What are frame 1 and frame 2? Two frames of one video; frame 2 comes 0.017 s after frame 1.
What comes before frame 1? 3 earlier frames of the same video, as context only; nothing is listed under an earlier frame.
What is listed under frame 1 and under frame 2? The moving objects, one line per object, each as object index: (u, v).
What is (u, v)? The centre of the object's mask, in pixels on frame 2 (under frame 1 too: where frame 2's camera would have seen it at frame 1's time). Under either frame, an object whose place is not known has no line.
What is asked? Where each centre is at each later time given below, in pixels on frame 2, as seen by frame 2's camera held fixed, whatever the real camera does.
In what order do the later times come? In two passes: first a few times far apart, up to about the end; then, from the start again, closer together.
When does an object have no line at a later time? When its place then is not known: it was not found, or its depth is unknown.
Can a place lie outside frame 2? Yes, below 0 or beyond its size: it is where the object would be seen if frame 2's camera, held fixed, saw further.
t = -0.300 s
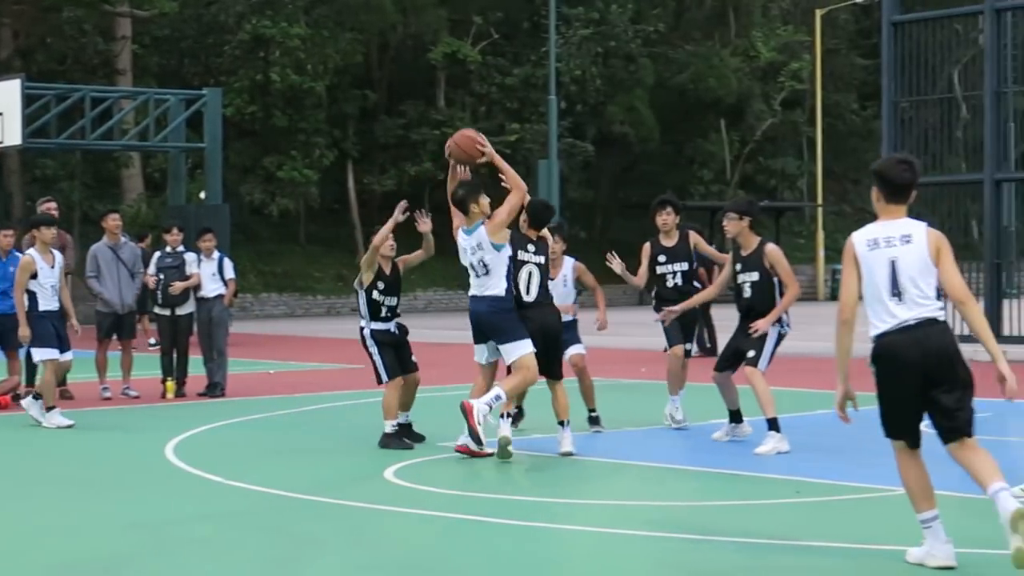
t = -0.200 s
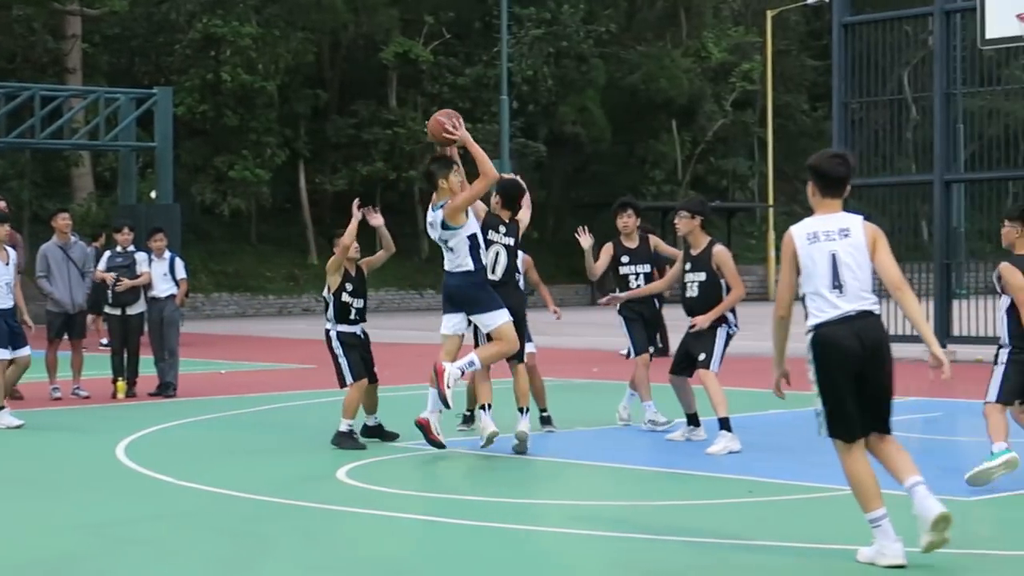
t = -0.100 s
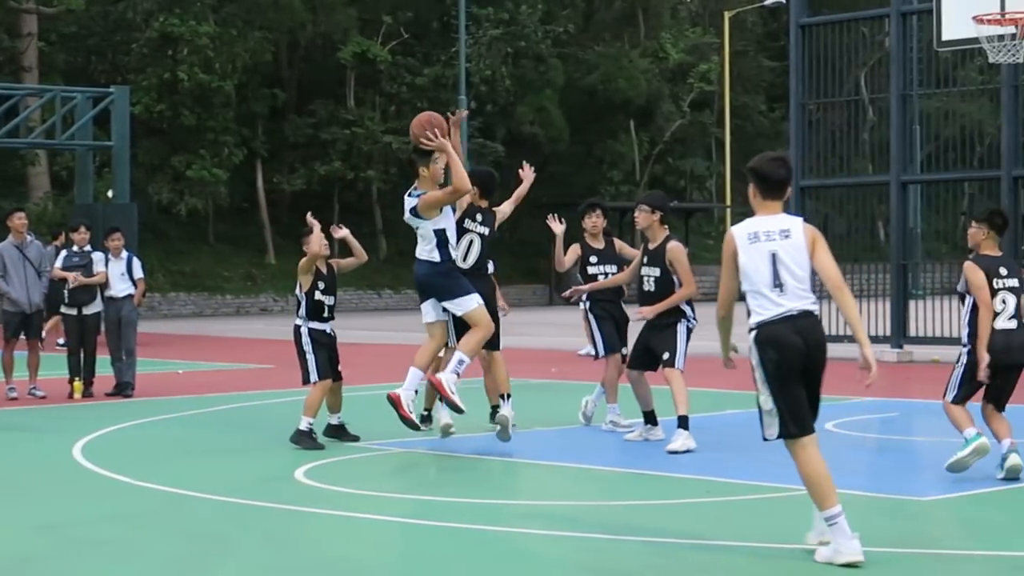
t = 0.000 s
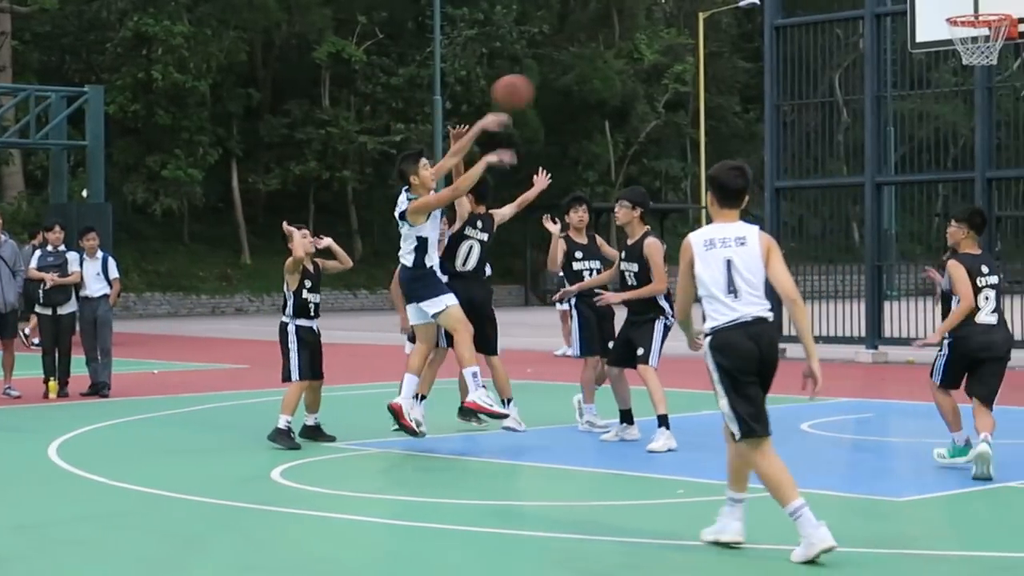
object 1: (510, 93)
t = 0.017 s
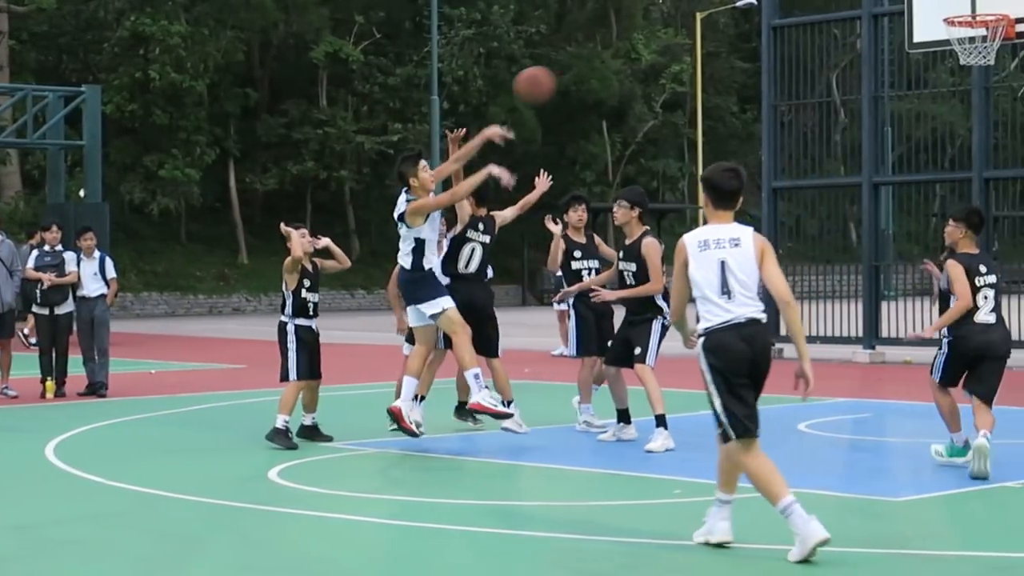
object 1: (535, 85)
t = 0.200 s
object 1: (806, 24)
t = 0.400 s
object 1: (1101, 12)
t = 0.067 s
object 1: (609, 63)
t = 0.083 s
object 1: (634, 57)
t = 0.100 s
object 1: (658, 52)
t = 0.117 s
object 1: (681, 46)
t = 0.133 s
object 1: (708, 40)
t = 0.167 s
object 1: (757, 32)
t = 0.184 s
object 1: (782, 27)
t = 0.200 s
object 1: (806, 24)
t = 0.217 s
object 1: (831, 20)
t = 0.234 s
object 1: (854, 18)
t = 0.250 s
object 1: (880, 15)
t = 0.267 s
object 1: (903, 14)
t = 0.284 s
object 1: (928, 13)
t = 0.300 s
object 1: (953, 12)
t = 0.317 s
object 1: (977, 11)
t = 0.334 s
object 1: (1002, 11)
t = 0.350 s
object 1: (1026, 10)
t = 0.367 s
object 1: (1050, 10)
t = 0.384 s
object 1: (1076, 10)
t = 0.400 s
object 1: (1101, 12)
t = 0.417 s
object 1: (1126, 12)
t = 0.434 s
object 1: (1151, 13)
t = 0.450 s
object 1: (1175, 16)
